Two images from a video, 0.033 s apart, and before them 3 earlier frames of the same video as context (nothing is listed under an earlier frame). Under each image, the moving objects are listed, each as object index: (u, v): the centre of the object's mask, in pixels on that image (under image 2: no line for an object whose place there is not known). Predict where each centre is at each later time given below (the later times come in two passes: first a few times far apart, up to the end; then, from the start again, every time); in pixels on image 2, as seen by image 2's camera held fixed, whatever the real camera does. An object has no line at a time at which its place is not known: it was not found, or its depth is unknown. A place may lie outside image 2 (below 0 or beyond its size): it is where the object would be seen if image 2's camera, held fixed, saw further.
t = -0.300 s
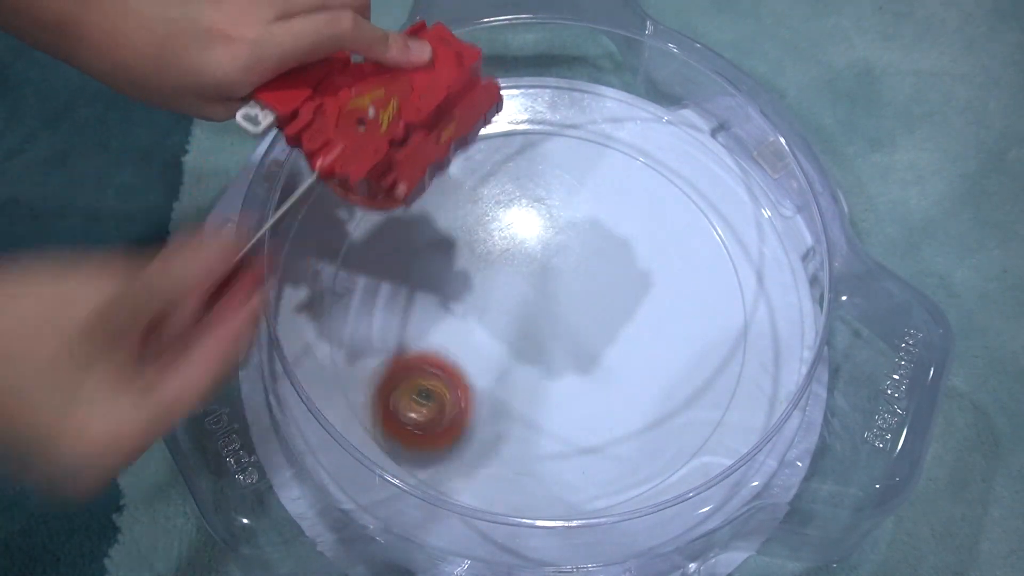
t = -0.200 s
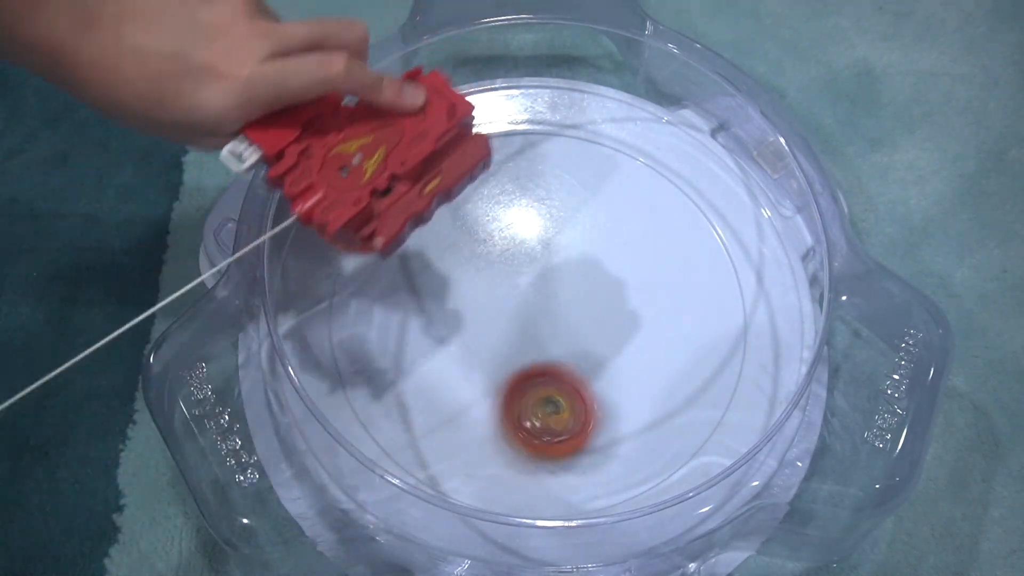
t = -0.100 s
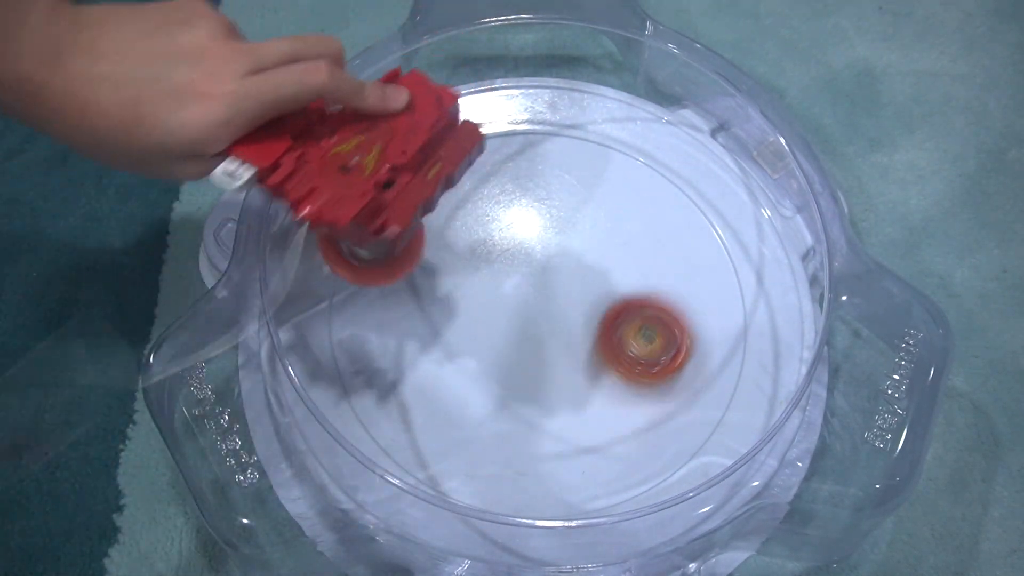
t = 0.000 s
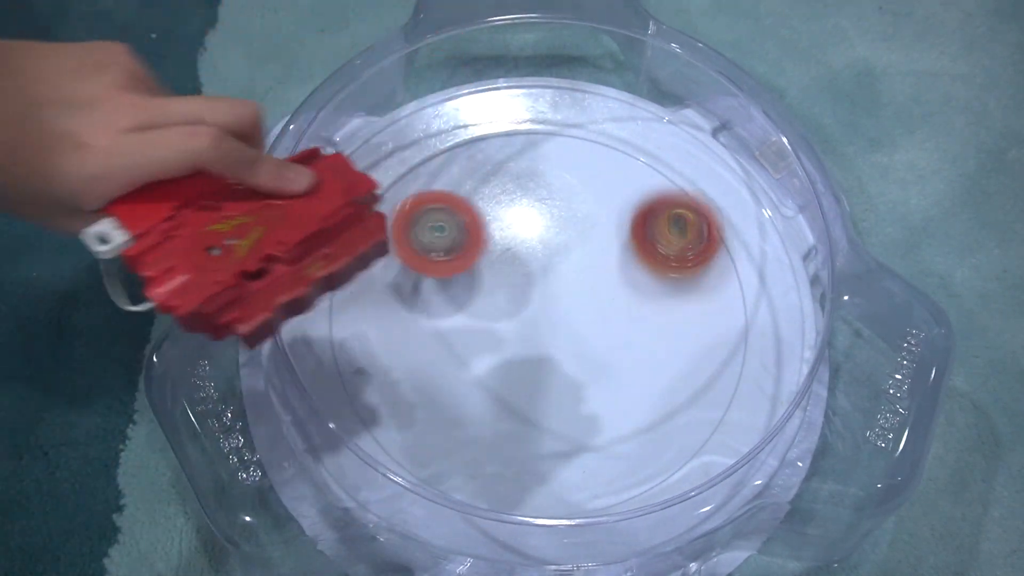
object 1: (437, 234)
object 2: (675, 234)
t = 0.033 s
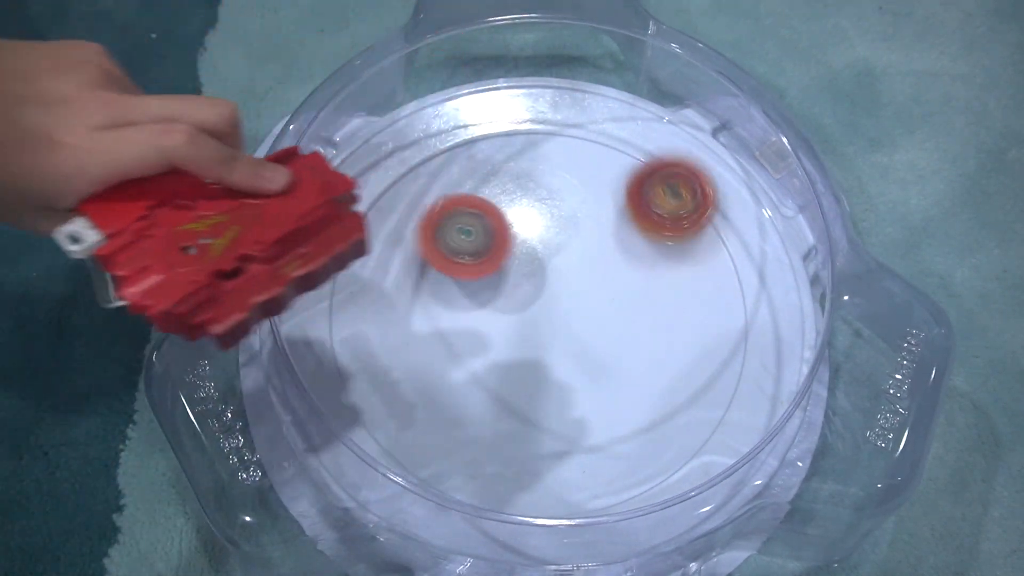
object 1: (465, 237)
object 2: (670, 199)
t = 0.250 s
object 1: (636, 259)
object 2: (487, 102)
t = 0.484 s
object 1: (655, 274)
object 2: (356, 279)
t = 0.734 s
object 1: (523, 258)
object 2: (646, 468)
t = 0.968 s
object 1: (461, 290)
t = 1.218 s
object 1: (542, 326)
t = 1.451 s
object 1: (598, 284)
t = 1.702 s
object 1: (543, 255)
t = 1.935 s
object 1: (479, 263)
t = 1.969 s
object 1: (468, 260)
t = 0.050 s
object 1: (478, 240)
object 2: (664, 182)
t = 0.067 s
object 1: (492, 238)
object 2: (657, 165)
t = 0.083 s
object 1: (508, 238)
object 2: (648, 151)
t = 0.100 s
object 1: (522, 240)
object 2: (636, 139)
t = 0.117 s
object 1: (536, 241)
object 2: (620, 132)
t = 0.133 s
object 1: (551, 241)
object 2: (604, 126)
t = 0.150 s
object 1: (566, 244)
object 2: (587, 120)
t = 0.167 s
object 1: (579, 247)
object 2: (569, 114)
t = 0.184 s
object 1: (591, 248)
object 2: (554, 109)
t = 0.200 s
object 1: (604, 251)
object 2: (537, 105)
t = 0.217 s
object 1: (615, 254)
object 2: (521, 102)
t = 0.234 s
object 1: (626, 256)
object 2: (503, 102)
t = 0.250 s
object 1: (636, 259)
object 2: (487, 102)
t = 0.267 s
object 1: (645, 262)
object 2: (470, 105)
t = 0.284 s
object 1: (652, 264)
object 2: (454, 108)
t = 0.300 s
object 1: (659, 267)
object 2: (438, 114)
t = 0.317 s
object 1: (664, 269)
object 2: (424, 122)
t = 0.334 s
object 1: (668, 271)
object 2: (411, 132)
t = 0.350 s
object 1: (671, 273)
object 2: (399, 143)
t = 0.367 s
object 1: (673, 274)
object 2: (389, 156)
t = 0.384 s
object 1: (674, 276)
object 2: (380, 168)
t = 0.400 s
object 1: (673, 276)
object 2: (372, 184)
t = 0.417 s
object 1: (671, 277)
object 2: (366, 199)
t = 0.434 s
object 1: (669, 276)
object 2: (361, 218)
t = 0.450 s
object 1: (665, 276)
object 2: (358, 239)
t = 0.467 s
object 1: (661, 275)
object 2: (356, 258)
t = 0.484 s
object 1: (655, 274)
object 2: (356, 279)
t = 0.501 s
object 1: (649, 273)
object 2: (359, 301)
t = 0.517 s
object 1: (642, 271)
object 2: (366, 324)
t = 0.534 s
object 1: (634, 270)
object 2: (376, 348)
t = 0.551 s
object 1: (626, 268)
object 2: (388, 368)
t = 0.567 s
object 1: (618, 267)
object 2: (403, 389)
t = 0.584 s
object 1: (609, 265)
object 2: (421, 410)
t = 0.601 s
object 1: (600, 264)
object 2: (441, 427)
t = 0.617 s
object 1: (589, 263)
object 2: (464, 443)
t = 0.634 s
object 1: (580, 262)
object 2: (489, 457)
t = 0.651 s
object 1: (571, 261)
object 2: (515, 468)
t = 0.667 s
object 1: (561, 260)
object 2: (542, 475)
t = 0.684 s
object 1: (551, 260)
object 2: (568, 477)
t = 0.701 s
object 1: (541, 259)
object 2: (596, 478)
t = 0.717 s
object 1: (532, 258)
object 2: (622, 475)
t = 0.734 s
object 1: (523, 258)
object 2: (646, 468)
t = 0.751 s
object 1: (515, 258)
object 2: (668, 456)
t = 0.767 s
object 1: (506, 257)
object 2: (687, 446)
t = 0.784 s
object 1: (499, 258)
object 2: (707, 431)
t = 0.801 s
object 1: (492, 258)
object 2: (726, 415)
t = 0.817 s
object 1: (486, 260)
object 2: (743, 400)
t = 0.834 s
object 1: (481, 261)
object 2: (758, 382)
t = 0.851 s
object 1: (476, 263)
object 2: (769, 365)
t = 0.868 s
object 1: (472, 266)
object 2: (780, 346)
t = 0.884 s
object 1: (470, 269)
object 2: (798, 330)
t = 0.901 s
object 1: (467, 272)
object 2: (805, 312)
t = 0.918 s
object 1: (463, 277)
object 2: (789, 298)
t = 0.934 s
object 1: (460, 281)
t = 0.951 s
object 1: (460, 286)
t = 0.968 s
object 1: (461, 290)
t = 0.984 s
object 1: (462, 294)
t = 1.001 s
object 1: (464, 299)
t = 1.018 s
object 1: (468, 303)
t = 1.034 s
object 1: (471, 307)
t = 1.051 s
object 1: (476, 311)
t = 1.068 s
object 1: (481, 315)
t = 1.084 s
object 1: (487, 317)
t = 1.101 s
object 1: (493, 320)
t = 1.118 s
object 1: (499, 322)
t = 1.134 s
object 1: (506, 324)
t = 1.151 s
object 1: (513, 325)
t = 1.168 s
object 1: (520, 326)
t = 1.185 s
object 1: (528, 326)
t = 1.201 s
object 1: (535, 326)
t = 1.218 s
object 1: (542, 326)
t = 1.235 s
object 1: (549, 325)
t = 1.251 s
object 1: (556, 323)
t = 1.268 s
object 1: (563, 321)
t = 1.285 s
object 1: (569, 319)
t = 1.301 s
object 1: (575, 316)
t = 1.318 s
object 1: (580, 313)
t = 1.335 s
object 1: (585, 310)
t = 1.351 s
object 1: (589, 306)
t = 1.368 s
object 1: (592, 303)
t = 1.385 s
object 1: (594, 299)
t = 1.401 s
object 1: (596, 295)
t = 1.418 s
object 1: (597, 291)
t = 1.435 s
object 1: (598, 288)
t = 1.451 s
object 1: (598, 284)
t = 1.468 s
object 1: (597, 281)
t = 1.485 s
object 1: (596, 277)
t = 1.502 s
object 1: (594, 274)
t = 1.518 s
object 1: (591, 271)
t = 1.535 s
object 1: (587, 269)
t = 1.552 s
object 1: (584, 266)
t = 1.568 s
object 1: (579, 264)
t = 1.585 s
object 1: (575, 262)
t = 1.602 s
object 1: (570, 260)
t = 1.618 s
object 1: (566, 258)
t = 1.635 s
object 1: (561, 257)
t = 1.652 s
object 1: (556, 256)
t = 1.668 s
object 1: (552, 255)
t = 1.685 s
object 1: (547, 255)
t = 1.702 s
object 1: (543, 255)
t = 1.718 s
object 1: (538, 255)
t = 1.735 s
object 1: (535, 256)
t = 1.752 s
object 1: (531, 257)
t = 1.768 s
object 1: (528, 259)
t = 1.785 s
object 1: (525, 261)
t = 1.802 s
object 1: (522, 264)
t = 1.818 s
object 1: (520, 267)
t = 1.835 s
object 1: (518, 271)
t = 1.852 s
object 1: (516, 274)
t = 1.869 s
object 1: (510, 272)
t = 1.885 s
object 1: (501, 269)
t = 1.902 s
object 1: (493, 268)
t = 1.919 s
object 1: (486, 265)
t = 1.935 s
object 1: (479, 263)
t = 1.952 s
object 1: (473, 261)
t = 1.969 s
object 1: (468, 260)
